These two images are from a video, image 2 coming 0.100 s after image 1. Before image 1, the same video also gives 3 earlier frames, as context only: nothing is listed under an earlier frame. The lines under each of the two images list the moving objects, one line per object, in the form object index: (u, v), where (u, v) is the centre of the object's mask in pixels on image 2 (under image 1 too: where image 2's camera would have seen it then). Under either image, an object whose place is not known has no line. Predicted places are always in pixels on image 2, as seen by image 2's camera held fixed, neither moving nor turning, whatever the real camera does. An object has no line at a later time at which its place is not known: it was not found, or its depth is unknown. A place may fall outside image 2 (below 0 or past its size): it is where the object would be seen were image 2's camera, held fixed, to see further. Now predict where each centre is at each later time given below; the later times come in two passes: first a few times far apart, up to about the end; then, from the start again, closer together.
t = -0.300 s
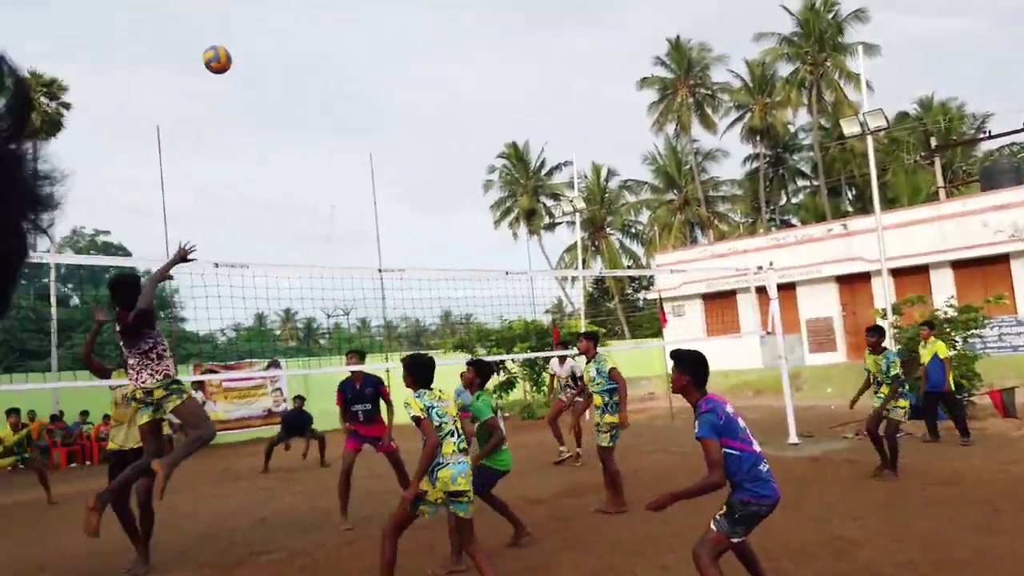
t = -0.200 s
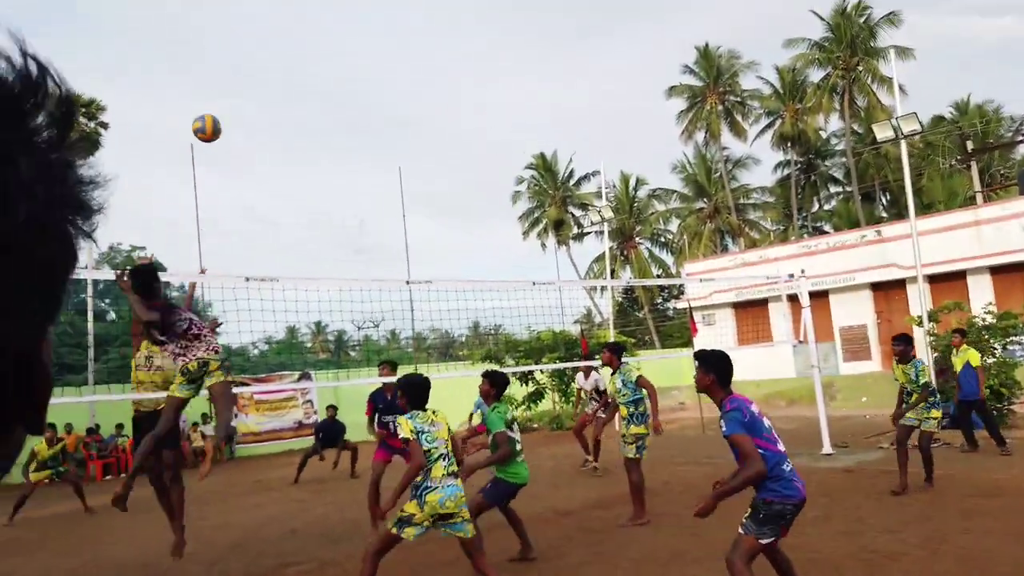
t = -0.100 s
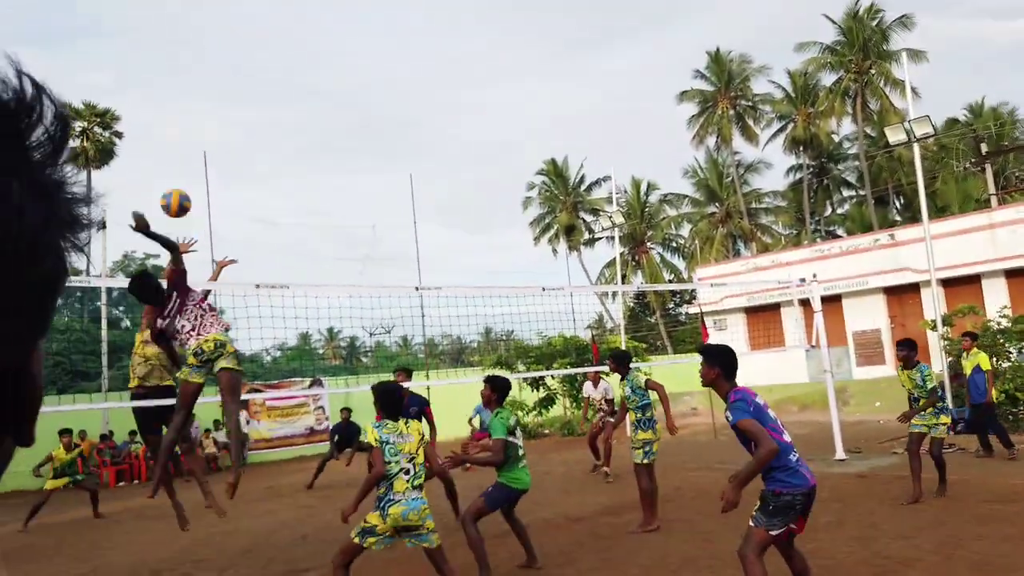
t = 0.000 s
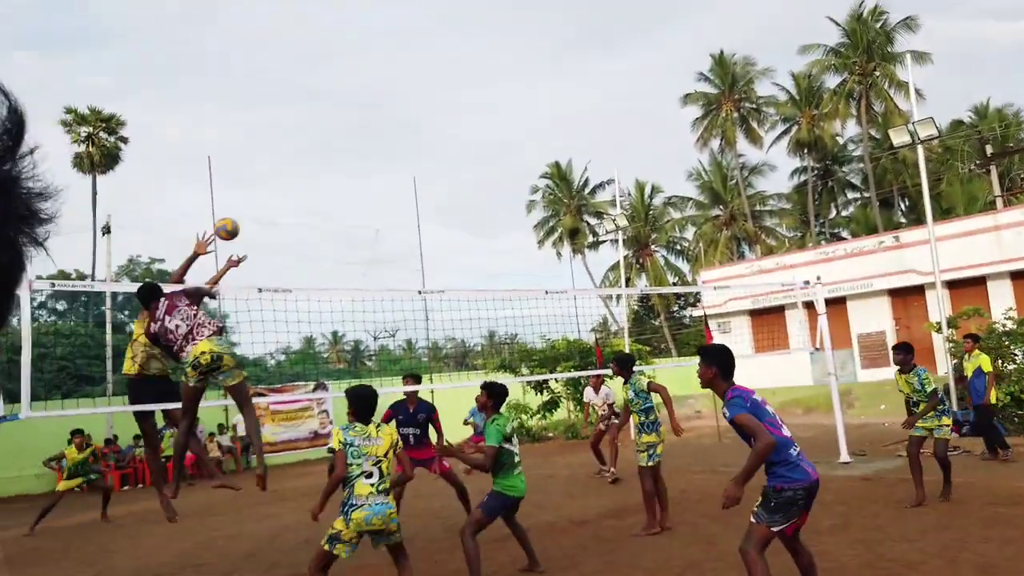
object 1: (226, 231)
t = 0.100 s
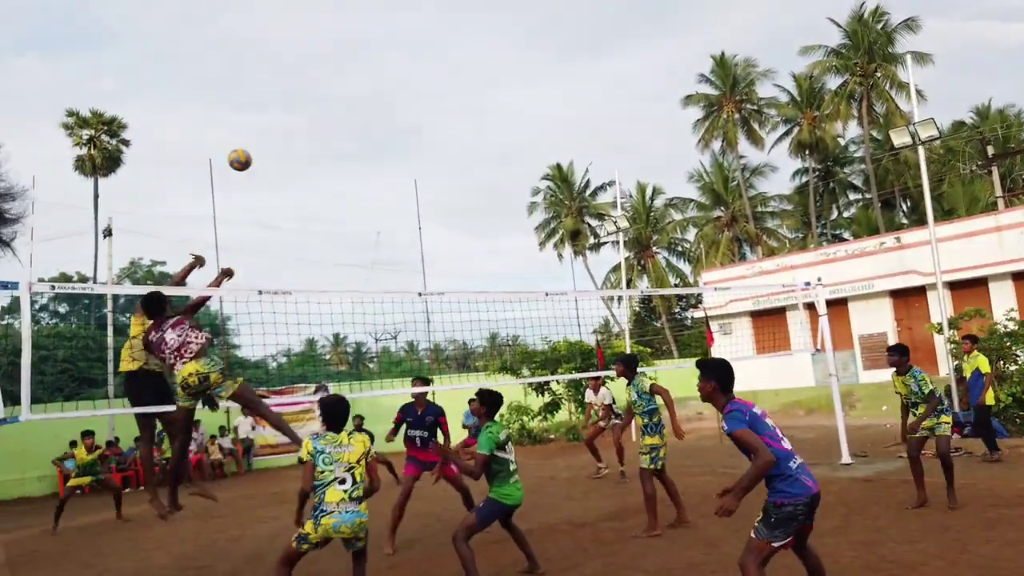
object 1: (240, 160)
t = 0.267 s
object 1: (259, 77)
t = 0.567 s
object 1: (294, 17)
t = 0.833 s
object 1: (322, 35)
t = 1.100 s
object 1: (349, 103)
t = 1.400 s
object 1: (379, 231)
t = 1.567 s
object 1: (394, 324)
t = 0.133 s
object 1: (243, 140)
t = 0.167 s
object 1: (248, 122)
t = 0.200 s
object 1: (252, 106)
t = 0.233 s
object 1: (256, 91)
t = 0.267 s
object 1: (259, 77)
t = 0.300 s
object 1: (264, 65)
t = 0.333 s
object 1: (268, 55)
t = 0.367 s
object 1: (271, 46)
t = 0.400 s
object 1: (275, 38)
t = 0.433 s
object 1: (279, 32)
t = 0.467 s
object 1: (282, 27)
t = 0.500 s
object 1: (286, 22)
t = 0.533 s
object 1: (290, 20)
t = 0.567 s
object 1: (294, 17)
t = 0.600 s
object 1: (298, 16)
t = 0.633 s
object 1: (301, 16)
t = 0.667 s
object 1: (304, 17)
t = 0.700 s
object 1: (308, 19)
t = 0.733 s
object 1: (312, 22)
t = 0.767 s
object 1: (315, 26)
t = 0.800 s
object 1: (319, 30)
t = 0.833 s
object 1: (322, 35)
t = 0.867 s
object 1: (325, 41)
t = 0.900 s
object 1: (329, 48)
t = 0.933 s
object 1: (332, 55)
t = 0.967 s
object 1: (336, 64)
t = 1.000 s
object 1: (339, 72)
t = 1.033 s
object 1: (342, 82)
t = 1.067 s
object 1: (346, 93)
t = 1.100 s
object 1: (349, 103)
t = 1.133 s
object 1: (353, 115)
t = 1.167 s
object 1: (356, 127)
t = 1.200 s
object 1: (359, 140)
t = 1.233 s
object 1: (363, 154)
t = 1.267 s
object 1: (366, 168)
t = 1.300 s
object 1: (369, 183)
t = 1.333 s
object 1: (373, 198)
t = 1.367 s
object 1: (376, 214)
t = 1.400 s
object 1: (379, 231)
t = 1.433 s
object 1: (382, 248)
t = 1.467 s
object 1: (386, 266)
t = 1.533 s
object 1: (391, 304)
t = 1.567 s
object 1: (394, 324)
